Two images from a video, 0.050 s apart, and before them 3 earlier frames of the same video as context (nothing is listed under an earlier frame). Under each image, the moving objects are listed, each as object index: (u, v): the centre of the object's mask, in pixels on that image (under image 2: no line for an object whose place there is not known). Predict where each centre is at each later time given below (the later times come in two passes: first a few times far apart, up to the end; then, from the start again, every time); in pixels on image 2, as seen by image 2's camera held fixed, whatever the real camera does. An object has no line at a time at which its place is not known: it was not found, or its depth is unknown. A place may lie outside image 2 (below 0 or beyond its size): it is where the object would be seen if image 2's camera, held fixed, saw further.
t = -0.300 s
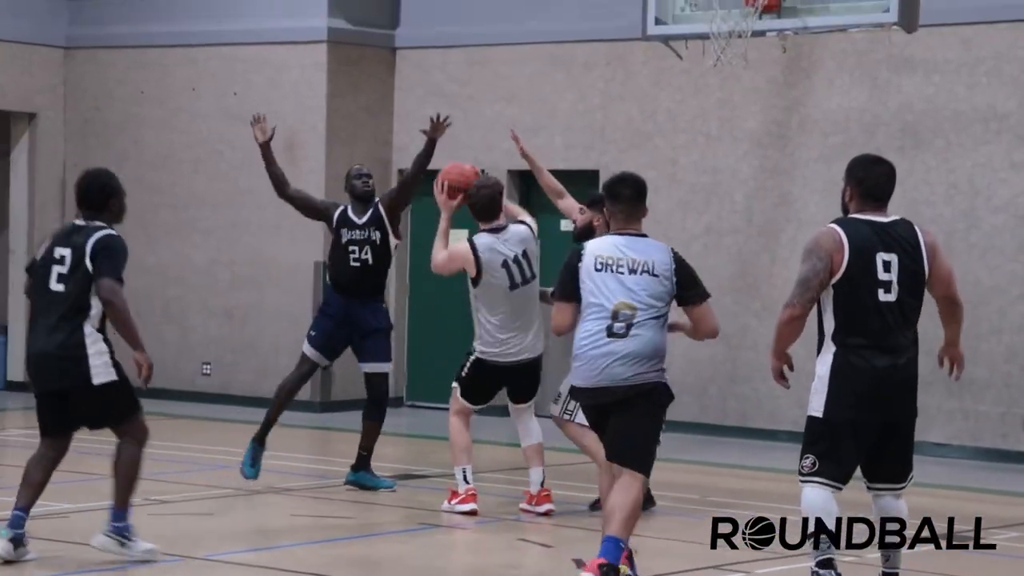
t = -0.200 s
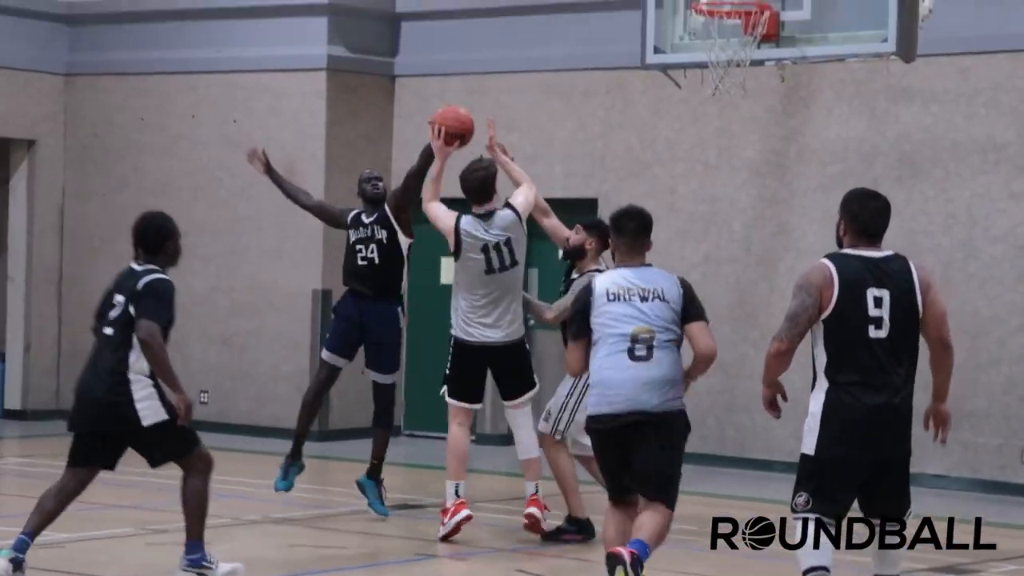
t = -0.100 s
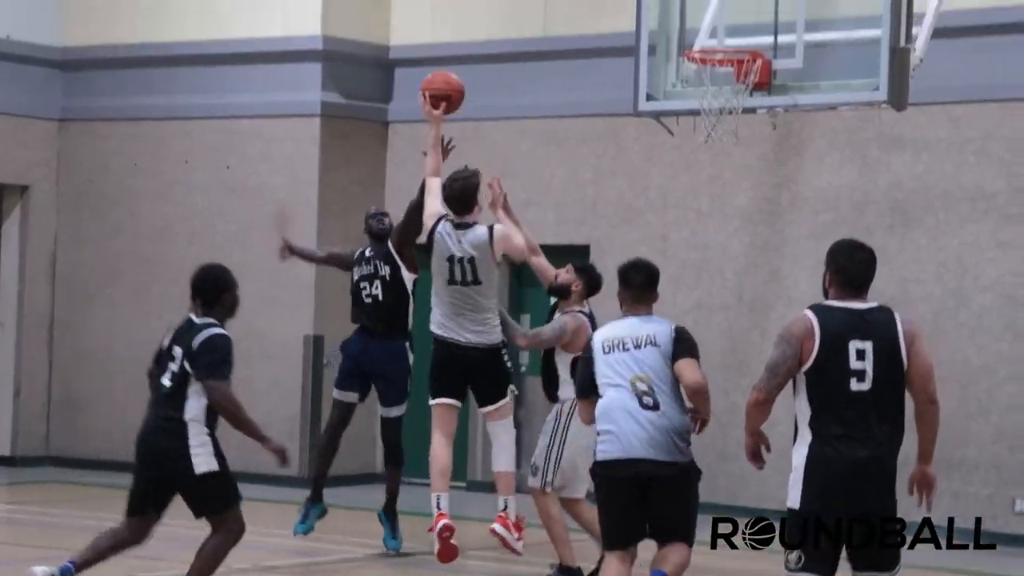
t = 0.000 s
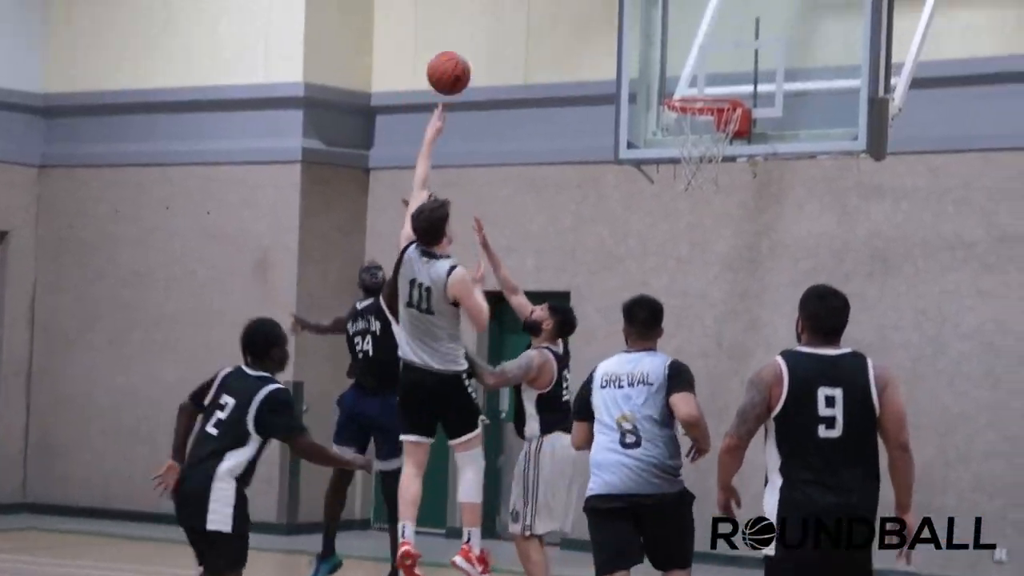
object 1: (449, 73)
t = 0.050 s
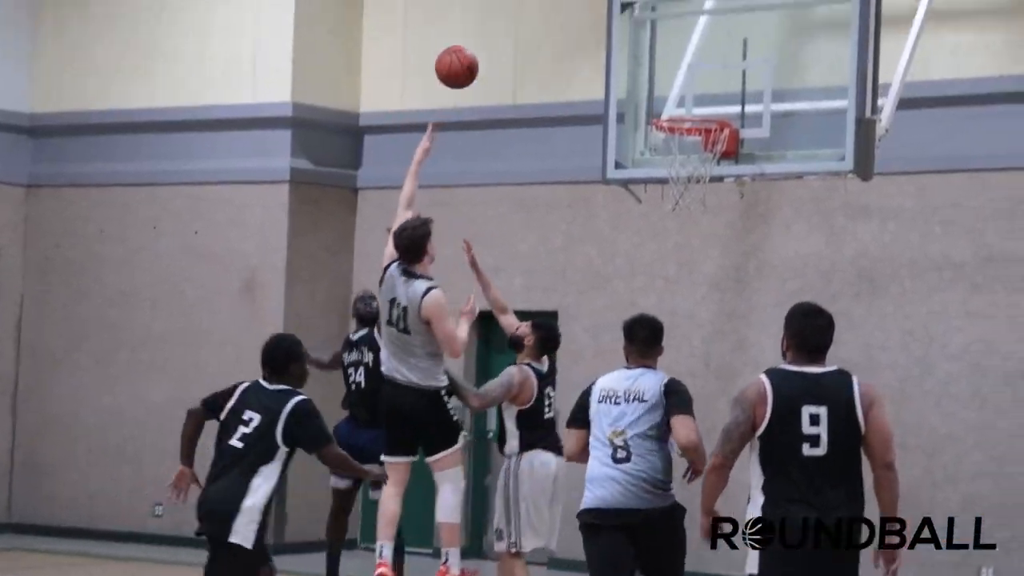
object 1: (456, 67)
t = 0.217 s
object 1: (519, 13)
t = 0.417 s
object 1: (588, 15)
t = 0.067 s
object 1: (463, 59)
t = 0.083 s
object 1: (469, 52)
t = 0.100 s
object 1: (476, 45)
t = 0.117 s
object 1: (482, 39)
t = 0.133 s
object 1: (488, 34)
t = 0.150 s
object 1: (494, 29)
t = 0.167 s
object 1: (500, 24)
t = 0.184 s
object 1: (506, 20)
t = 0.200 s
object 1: (512, 17)
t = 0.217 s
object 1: (519, 13)
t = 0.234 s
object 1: (524, 11)
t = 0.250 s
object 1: (531, 9)
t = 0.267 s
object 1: (536, 7)
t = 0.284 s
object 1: (542, 6)
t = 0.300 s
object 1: (549, 6)
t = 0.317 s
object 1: (554, 5)
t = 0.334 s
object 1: (560, 5)
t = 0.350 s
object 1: (566, 7)
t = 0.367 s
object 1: (571, 8)
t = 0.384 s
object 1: (577, 9)
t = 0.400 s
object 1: (583, 12)
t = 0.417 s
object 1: (588, 15)
